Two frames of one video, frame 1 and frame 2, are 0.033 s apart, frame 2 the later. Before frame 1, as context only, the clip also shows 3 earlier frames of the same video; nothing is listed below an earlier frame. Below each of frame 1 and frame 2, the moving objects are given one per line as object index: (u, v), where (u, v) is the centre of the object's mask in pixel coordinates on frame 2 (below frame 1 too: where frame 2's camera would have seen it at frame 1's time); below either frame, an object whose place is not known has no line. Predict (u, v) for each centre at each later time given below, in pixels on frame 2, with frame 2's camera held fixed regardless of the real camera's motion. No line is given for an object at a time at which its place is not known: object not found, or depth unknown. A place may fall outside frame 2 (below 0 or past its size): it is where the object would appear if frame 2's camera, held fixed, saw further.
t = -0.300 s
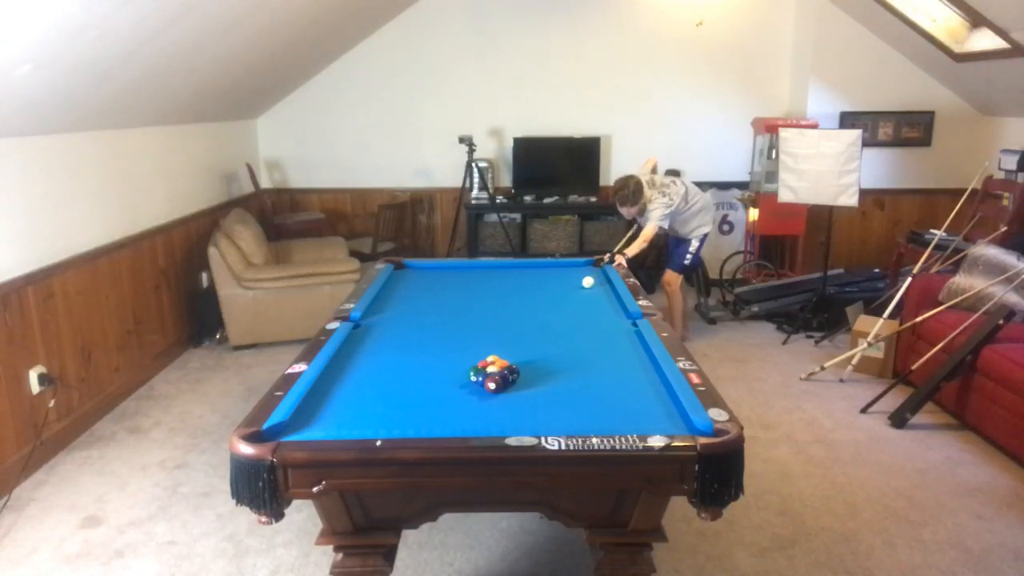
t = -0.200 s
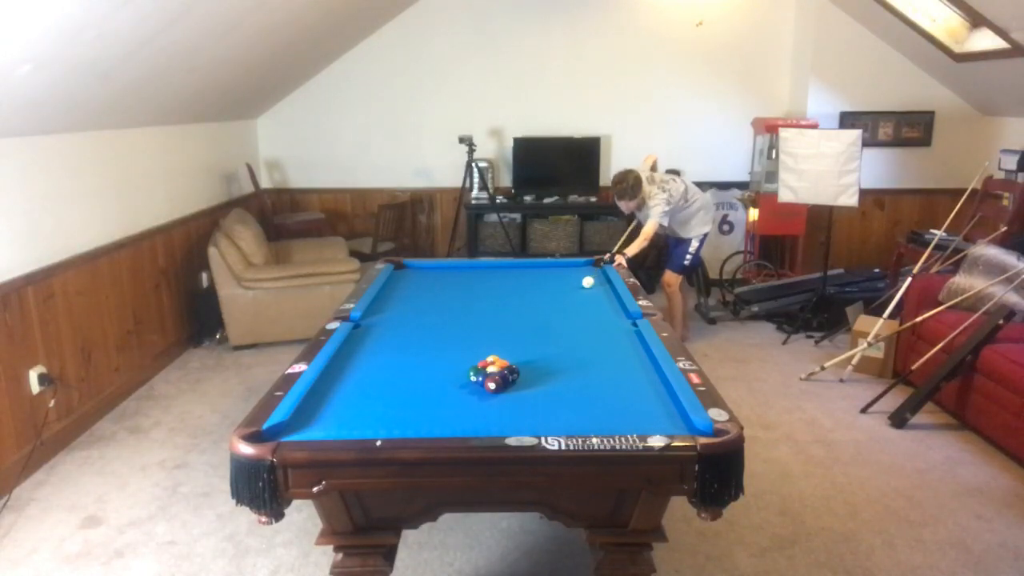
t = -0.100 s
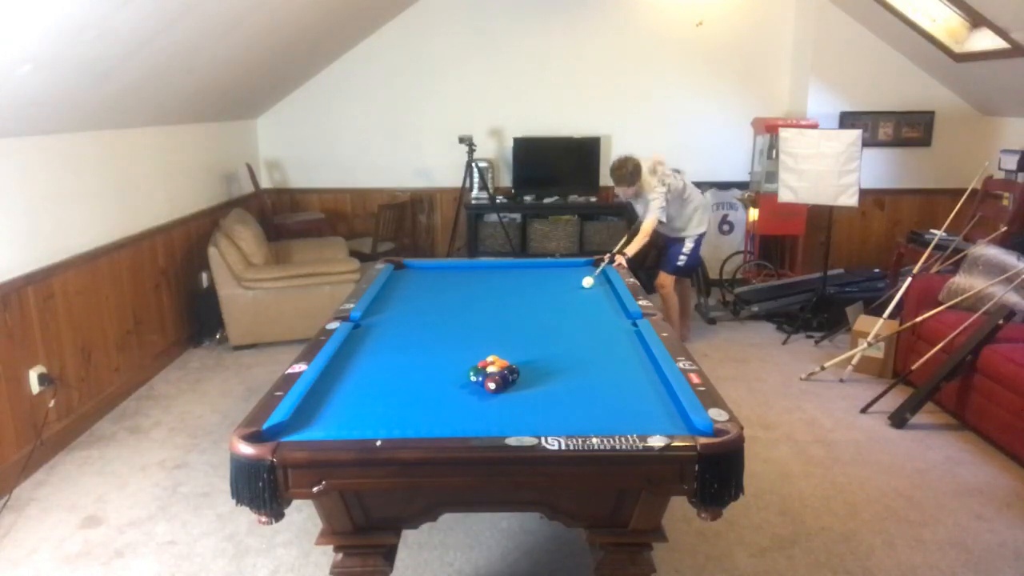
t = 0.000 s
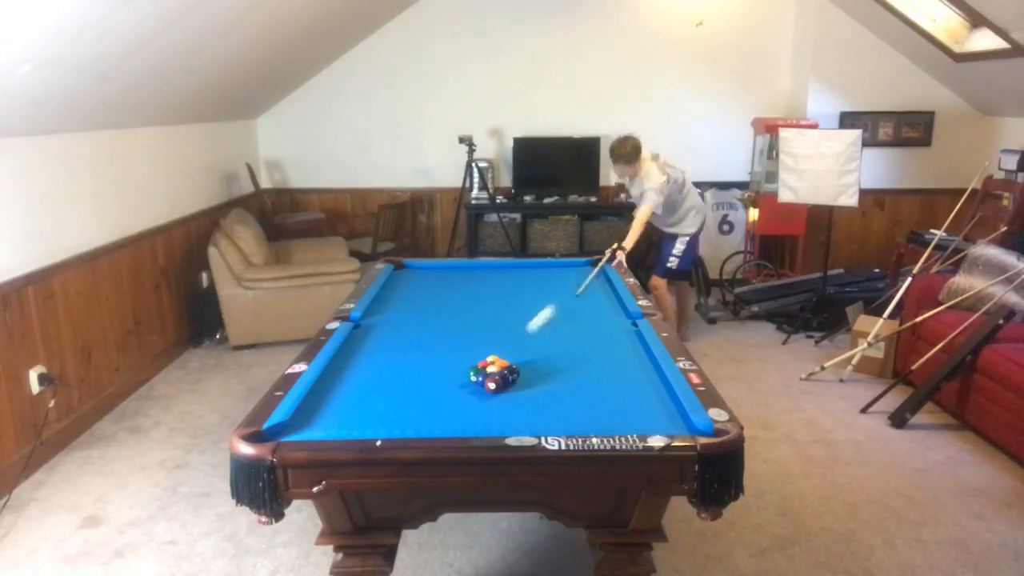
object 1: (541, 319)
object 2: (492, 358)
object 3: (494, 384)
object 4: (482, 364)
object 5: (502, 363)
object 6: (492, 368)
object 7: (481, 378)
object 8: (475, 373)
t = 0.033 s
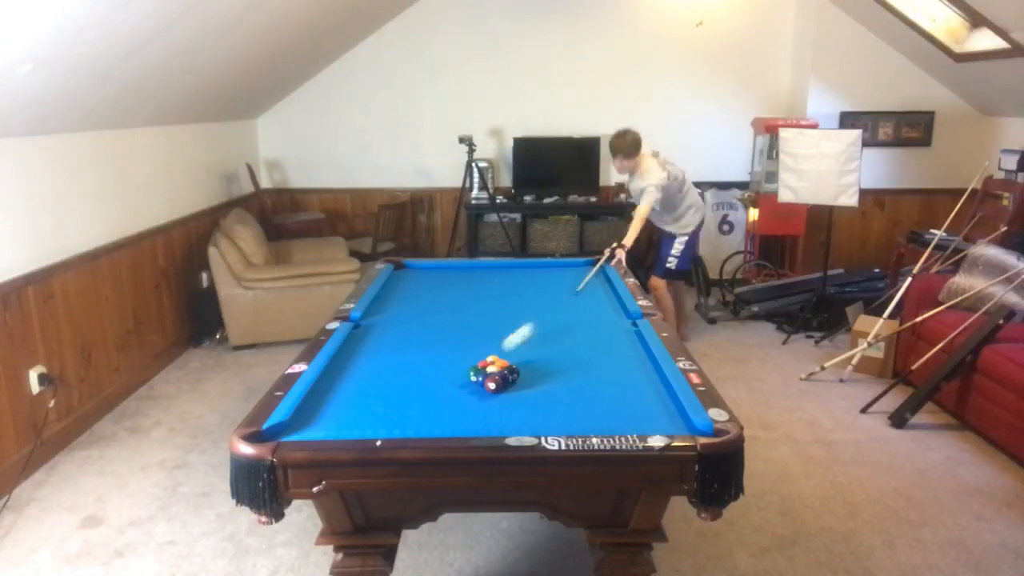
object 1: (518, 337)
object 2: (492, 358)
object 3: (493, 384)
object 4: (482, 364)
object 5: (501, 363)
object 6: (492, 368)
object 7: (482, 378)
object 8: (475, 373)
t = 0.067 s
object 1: (496, 350)
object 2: (492, 359)
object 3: (494, 385)
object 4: (480, 365)
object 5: (502, 363)
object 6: (493, 369)
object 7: (478, 377)
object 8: (466, 377)
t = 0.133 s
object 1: (462, 343)
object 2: (488, 358)
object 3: (508, 404)
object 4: (467, 365)
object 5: (509, 366)
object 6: (494, 373)
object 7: (474, 384)
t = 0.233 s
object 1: (418, 341)
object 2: (479, 355)
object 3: (528, 421)
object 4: (449, 362)
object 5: (517, 365)
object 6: (498, 372)
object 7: (463, 389)
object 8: (315, 420)
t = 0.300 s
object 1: (391, 337)
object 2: (474, 352)
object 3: (515, 417)
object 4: (438, 359)
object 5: (522, 364)
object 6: (500, 371)
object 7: (455, 392)
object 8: (369, 427)
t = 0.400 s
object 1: (358, 331)
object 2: (466, 348)
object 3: (492, 413)
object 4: (421, 356)
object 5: (530, 362)
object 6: (502, 371)
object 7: (444, 398)
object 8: (449, 419)
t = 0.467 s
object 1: (374, 330)
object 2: (461, 346)
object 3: (504, 405)
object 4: (411, 354)
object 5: (535, 362)
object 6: (503, 370)
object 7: (435, 402)
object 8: (467, 418)
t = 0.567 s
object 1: (399, 329)
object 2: (455, 342)
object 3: (541, 390)
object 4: (395, 351)
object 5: (542, 360)
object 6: (505, 370)
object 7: (423, 407)
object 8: (465, 419)
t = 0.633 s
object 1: (413, 329)
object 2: (451, 339)
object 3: (564, 381)
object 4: (385, 349)
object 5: (546, 360)
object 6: (506, 369)
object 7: (415, 412)
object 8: (467, 421)
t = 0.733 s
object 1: (433, 328)
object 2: (444, 336)
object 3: (587, 369)
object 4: (372, 346)
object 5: (553, 358)
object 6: (508, 369)
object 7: (402, 417)
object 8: (468, 422)
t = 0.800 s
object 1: (450, 326)
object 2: (440, 333)
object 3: (602, 362)
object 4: (362, 344)
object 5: (557, 357)
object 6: (509, 369)
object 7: (393, 421)
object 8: (469, 423)
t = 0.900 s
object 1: (468, 329)
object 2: (434, 330)
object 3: (621, 352)
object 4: (350, 341)
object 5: (564, 356)
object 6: (510, 368)
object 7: (380, 423)
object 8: (471, 423)
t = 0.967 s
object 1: (481, 328)
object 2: (431, 328)
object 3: (633, 347)
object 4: (356, 340)
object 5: (568, 355)
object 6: (510, 368)
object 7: (375, 425)
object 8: (473, 423)
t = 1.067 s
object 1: (501, 328)
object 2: (426, 325)
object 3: (627, 340)
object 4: (367, 338)
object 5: (574, 354)
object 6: (511, 368)
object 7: (368, 423)
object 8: (476, 422)
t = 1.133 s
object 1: (514, 328)
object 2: (422, 323)
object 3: (617, 336)
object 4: (374, 336)
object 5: (577, 353)
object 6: (512, 367)
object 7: (363, 421)
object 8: (478, 422)
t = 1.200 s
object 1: (527, 328)
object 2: (419, 321)
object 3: (608, 332)
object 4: (380, 335)
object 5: (581, 352)
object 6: (512, 367)
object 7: (359, 420)
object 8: (479, 422)
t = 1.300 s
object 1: (546, 328)
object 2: (414, 318)
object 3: (596, 326)
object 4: (390, 333)
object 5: (586, 351)
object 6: (513, 367)
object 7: (353, 417)
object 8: (483, 421)
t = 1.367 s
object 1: (559, 328)
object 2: (411, 316)
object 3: (587, 323)
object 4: (396, 332)
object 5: (590, 350)
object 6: (513, 367)
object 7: (350, 415)
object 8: (485, 421)
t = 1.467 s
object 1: (578, 328)
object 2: (407, 314)
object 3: (576, 315)
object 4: (405, 330)
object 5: (595, 349)
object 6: (514, 367)
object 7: (345, 412)
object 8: (487, 420)
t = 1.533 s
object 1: (590, 328)
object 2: (404, 312)
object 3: (568, 314)
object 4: (411, 329)
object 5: (598, 348)
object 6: (514, 367)
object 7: (341, 410)
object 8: (488, 420)
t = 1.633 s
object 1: (609, 328)
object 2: (400, 310)
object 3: (558, 309)
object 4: (420, 327)
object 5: (603, 347)
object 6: (514, 366)
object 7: (336, 407)
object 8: (490, 420)
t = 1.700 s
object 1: (621, 328)
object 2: (398, 308)
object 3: (551, 307)
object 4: (424, 326)
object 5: (605, 346)
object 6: (514, 366)
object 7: (332, 406)
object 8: (490, 420)
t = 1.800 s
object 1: (625, 328)
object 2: (394, 306)
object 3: (541, 302)
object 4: (433, 324)
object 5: (610, 345)
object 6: (514, 366)
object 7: (328, 404)
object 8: (492, 420)
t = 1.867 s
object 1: (618, 328)
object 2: (391, 304)
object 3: (535, 300)
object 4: (438, 323)
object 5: (612, 345)
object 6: (514, 366)
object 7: (325, 403)
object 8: (494, 420)
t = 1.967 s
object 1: (607, 328)
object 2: (388, 302)
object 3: (526, 296)
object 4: (445, 321)
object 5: (616, 344)
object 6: (514, 366)
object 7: (321, 401)
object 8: (494, 419)
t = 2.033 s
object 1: (600, 328)
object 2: (386, 301)
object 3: (521, 293)
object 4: (450, 320)
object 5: (618, 343)
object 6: (514, 366)
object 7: (318, 399)
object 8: (495, 419)
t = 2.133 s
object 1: (591, 329)
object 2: (383, 299)
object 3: (512, 289)
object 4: (457, 319)
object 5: (622, 343)
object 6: (514, 366)
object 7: (315, 398)
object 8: (495, 419)
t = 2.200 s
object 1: (584, 329)
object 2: (381, 297)
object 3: (507, 287)
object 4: (461, 317)
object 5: (624, 342)
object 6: (514, 366)
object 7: (315, 396)
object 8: (496, 419)
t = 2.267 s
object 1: (577, 329)
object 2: (381, 296)
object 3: (502, 285)
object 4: (466, 317)
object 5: (626, 341)
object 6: (514, 366)
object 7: (317, 395)
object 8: (496, 419)
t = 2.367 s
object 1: (568, 329)
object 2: (384, 295)
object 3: (494, 282)
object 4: (472, 315)
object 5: (629, 341)
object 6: (514, 366)
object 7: (320, 393)
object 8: (496, 419)
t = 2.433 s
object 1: (562, 329)
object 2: (386, 294)
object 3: (490, 280)
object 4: (476, 314)
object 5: (631, 340)
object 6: (514, 366)
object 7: (323, 393)
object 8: (496, 419)
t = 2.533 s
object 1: (552, 329)
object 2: (389, 292)
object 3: (483, 277)
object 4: (482, 313)
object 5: (634, 340)
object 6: (514, 367)
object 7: (326, 392)
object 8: (495, 419)
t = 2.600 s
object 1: (547, 329)
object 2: (391, 292)
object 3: (479, 274)
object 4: (486, 312)
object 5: (636, 339)
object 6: (514, 367)
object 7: (328, 390)
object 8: (496, 419)
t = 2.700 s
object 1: (538, 330)
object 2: (393, 290)
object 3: (472, 272)
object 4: (491, 311)
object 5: (635, 339)
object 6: (514, 367)
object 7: (331, 388)
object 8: (496, 419)
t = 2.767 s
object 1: (532, 330)
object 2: (395, 289)
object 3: (468, 270)
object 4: (494, 310)
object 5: (634, 339)
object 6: (514, 367)
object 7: (333, 388)
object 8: (496, 419)
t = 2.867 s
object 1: (524, 330)
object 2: (398, 288)
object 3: (462, 268)
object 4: (500, 309)
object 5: (633, 339)
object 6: (514, 367)
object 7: (335, 387)
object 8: (496, 419)
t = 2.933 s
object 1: (518, 330)
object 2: (399, 288)
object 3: (458, 266)
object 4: (503, 308)
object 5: (632, 339)
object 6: (514, 367)
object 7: (336, 386)
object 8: (496, 419)
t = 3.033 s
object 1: (510, 331)
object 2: (402, 286)
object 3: (452, 266)
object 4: (508, 307)
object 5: (631, 338)
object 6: (514, 367)
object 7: (338, 386)
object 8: (496, 419)
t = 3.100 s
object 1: (505, 331)
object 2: (403, 286)
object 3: (448, 266)
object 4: (511, 306)
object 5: (631, 338)
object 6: (514, 367)
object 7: (340, 385)
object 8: (496, 419)
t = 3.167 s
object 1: (500, 331)
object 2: (404, 285)
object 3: (442, 267)
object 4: (514, 305)
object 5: (630, 338)
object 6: (514, 367)
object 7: (341, 384)
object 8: (496, 419)
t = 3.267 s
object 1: (492, 331)
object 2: (406, 284)
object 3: (435, 269)
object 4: (518, 304)
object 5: (630, 338)
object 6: (514, 367)
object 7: (343, 383)
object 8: (496, 419)
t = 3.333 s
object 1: (487, 331)
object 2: (407, 283)
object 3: (431, 270)
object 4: (521, 304)
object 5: (629, 338)
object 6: (514, 367)
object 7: (344, 382)
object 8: (496, 419)
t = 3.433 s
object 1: (480, 331)
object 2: (409, 283)
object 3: (423, 271)
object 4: (524, 303)
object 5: (629, 338)
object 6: (514, 367)
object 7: (346, 382)
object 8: (496, 419)
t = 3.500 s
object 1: (475, 332)
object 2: (410, 282)
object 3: (418, 273)
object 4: (527, 302)
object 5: (629, 338)
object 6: (514, 367)
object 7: (346, 382)
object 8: (495, 419)
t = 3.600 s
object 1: (468, 332)
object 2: (412, 281)
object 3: (410, 272)
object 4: (531, 301)
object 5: (629, 338)
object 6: (514, 367)
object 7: (347, 381)
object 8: (495, 419)
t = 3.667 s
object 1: (464, 332)
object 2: (413, 281)
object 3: (407, 274)
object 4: (533, 301)
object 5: (629, 338)
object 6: (514, 367)
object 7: (347, 381)
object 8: (496, 419)
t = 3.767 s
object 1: (458, 332)
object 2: (415, 280)
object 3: (398, 277)
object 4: (536, 300)
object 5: (629, 338)
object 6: (514, 367)
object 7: (348, 381)
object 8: (496, 419)
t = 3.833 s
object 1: (453, 332)
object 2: (416, 280)
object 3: (394, 278)
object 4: (538, 300)
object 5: (629, 338)
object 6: (514, 367)
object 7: (348, 380)
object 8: (495, 419)
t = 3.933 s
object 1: (447, 332)
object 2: (417, 279)
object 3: (393, 279)
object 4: (541, 299)
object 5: (629, 338)
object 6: (514, 367)
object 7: (349, 380)
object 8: (496, 419)
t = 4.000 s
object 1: (443, 333)
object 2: (418, 278)
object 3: (396, 279)
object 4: (543, 298)
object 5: (629, 338)
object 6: (514, 367)
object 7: (349, 380)
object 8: (496, 419)
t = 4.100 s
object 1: (438, 333)
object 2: (419, 278)
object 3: (398, 282)
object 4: (546, 297)
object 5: (629, 338)
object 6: (514, 367)
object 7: (349, 380)
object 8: (495, 419)
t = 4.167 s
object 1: (434, 333)
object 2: (420, 277)
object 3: (399, 282)
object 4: (548, 297)
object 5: (629, 338)
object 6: (514, 367)
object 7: (349, 380)
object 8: (496, 419)
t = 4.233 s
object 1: (430, 333)
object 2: (421, 277)
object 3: (401, 283)
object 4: (550, 297)
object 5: (629, 338)
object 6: (514, 367)
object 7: (349, 380)
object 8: (496, 419)
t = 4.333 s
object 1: (425, 333)
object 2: (422, 277)
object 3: (404, 285)
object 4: (552, 296)
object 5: (629, 338)
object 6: (514, 367)
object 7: (349, 380)
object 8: (496, 419)
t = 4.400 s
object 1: (422, 333)
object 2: (422, 276)
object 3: (406, 284)
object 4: (554, 296)
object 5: (629, 338)
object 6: (514, 367)
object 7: (349, 380)
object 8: (495, 419)
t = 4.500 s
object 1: (417, 333)
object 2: (423, 276)
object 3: (408, 287)
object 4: (556, 296)
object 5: (629, 338)
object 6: (514, 367)
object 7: (349, 380)
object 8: (496, 419)
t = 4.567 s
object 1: (414, 333)
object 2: (423, 276)
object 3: (409, 288)
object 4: (557, 295)
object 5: (629, 338)
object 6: (514, 367)
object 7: (349, 380)
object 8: (496, 419)
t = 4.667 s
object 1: (410, 333)
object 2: (424, 275)
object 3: (412, 288)
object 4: (559, 295)
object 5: (629, 338)
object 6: (514, 367)
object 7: (349, 380)
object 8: (496, 419)
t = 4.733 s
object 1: (407, 333)
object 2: (424, 275)
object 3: (414, 289)
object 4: (560, 294)
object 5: (629, 338)
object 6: (514, 367)
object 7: (349, 380)
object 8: (496, 419)
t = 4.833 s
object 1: (403, 333)
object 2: (425, 275)
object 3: (416, 290)
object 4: (562, 294)
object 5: (629, 338)
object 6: (514, 367)
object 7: (349, 380)
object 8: (496, 419)
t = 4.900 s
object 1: (400, 333)
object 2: (425, 275)
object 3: (418, 290)
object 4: (563, 294)
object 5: (629, 338)
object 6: (514, 367)
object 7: (349, 380)
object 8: (495, 419)
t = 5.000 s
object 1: (397, 333)
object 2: (426, 275)
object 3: (420, 292)
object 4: (565, 293)
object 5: (629, 338)
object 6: (514, 367)
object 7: (349, 380)
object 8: (496, 419)
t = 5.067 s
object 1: (394, 333)
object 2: (426, 275)
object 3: (422, 293)
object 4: (566, 293)
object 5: (629, 338)
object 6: (514, 367)
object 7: (349, 380)
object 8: (496, 419)
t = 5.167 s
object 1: (391, 333)
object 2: (426, 274)
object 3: (424, 294)
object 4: (566, 293)
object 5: (629, 338)
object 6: (514, 367)
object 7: (349, 380)
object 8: (496, 419)
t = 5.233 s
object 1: (389, 333)
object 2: (426, 274)
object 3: (425, 294)
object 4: (567, 293)
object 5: (629, 338)
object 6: (514, 367)
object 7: (349, 380)
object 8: (496, 419)
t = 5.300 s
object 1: (387, 333)
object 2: (426, 274)
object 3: (426, 295)
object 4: (568, 292)
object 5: (629, 338)
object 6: (514, 367)
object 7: (349, 380)
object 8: (496, 419)
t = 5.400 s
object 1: (384, 333)
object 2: (426, 274)
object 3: (428, 296)
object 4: (568, 292)
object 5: (629, 338)
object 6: (514, 367)
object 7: (349, 380)
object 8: (496, 419)
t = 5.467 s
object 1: (382, 333)
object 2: (426, 274)
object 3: (429, 297)
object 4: (569, 292)
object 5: (629, 338)
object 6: (514, 367)
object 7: (349, 380)
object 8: (496, 419)
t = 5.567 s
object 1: (380, 333)
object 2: (426, 274)
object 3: (431, 297)
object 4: (569, 292)
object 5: (629, 338)
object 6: (514, 367)
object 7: (349, 380)
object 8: (496, 419)
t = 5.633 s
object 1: (378, 333)
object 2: (426, 274)
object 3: (432, 298)
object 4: (570, 292)
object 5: (629, 338)
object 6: (514, 367)
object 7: (349, 380)
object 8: (496, 419)
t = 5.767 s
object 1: (376, 333)
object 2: (426, 274)
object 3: (434, 299)
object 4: (570, 292)
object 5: (629, 338)
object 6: (514, 367)
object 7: (349, 380)
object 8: (496, 419)
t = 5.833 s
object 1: (375, 333)
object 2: (426, 274)
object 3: (436, 300)
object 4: (570, 292)
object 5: (629, 338)
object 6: (514, 366)
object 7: (349, 380)
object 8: (496, 419)
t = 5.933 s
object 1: (373, 333)
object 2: (426, 274)
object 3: (437, 301)
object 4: (570, 292)
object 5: (629, 338)
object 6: (514, 366)
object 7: (349, 380)
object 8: (496, 419)
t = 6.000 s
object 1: (372, 333)
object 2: (426, 274)
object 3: (438, 302)
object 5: (629, 338)
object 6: (514, 366)
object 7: (349, 380)
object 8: (496, 419)
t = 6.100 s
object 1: (371, 333)
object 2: (426, 274)
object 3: (440, 302)
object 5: (629, 338)
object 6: (514, 366)
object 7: (349, 380)
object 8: (496, 419)
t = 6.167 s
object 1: (370, 333)
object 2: (426, 274)
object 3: (440, 303)
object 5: (629, 338)
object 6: (514, 366)
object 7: (349, 380)
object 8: (496, 419)
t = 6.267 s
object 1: (370, 333)
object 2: (426, 274)
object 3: (442, 303)
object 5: (629, 338)
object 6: (514, 366)
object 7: (349, 380)
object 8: (496, 419)
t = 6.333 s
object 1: (369, 333)
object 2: (426, 274)
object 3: (443, 304)
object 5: (629, 338)
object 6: (514, 366)
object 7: (349, 380)
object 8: (496, 419)
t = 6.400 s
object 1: (369, 333)
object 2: (426, 274)
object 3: (444, 304)
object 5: (629, 338)
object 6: (514, 367)
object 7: (349, 380)
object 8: (495, 419)
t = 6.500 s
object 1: (369, 333)
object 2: (426, 274)
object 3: (445, 305)
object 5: (629, 338)
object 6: (514, 367)
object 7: (349, 380)
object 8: (495, 419)
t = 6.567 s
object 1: (369, 333)
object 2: (426, 274)
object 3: (445, 305)
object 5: (629, 338)
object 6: (514, 367)
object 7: (349, 380)
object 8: (496, 419)
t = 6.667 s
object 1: (368, 333)
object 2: (426, 274)
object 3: (446, 305)
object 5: (629, 338)
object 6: (514, 367)
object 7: (349, 380)
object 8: (496, 419)
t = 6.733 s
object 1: (368, 333)
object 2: (426, 274)
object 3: (447, 306)
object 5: (629, 338)
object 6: (514, 367)
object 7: (349, 380)
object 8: (495, 419)
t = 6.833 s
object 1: (368, 333)
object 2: (426, 274)
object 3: (447, 306)
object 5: (629, 338)
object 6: (514, 366)
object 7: (349, 380)
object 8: (496, 419)
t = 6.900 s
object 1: (368, 333)
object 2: (426, 274)
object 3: (448, 306)
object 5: (629, 338)
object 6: (514, 366)
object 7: (349, 380)
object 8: (496, 419)
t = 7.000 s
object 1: (368, 333)
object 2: (426, 274)
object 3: (448, 307)
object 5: (629, 338)
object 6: (514, 366)
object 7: (349, 380)
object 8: (496, 419)
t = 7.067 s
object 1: (368, 333)
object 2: (426, 274)
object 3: (449, 307)
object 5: (629, 338)
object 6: (514, 366)
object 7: (349, 380)
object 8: (496, 419)
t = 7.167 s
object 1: (368, 333)
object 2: (426, 274)
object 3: (449, 307)
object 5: (629, 338)
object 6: (514, 366)
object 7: (349, 380)
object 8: (496, 419)
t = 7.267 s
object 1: (368, 333)
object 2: (426, 274)
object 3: (450, 307)
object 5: (629, 338)
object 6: (514, 367)
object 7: (349, 380)
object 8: (496, 419)
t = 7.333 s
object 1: (368, 333)
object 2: (426, 274)
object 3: (450, 307)
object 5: (629, 338)
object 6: (514, 367)
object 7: (349, 380)
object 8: (496, 419)
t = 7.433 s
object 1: (368, 333)
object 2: (426, 274)
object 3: (450, 308)
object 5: (629, 338)
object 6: (514, 367)
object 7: (349, 380)
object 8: (495, 419)
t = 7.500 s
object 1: (368, 333)
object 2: (426, 274)
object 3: (451, 308)
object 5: (629, 338)
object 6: (514, 367)
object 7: (349, 380)
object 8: (495, 419)
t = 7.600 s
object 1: (368, 333)
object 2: (426, 274)
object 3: (451, 308)
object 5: (629, 338)
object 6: (514, 367)
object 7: (349, 380)
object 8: (495, 419)
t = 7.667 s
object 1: (368, 333)
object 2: (426, 274)
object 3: (451, 308)
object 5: (629, 338)
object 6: (514, 367)
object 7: (349, 380)
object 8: (495, 419)
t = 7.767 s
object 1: (368, 333)
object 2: (426, 274)
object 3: (451, 308)
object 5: (629, 338)
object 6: (514, 367)
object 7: (349, 380)
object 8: (495, 419)
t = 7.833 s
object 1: (368, 333)
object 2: (426, 274)
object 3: (452, 308)
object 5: (629, 338)
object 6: (514, 367)
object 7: (349, 380)
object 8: (495, 419)
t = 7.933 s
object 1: (369, 333)
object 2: (426, 274)
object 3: (452, 308)
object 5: (629, 338)
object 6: (514, 366)
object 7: (349, 380)
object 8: (495, 419)
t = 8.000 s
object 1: (368, 333)
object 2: (426, 274)
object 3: (452, 308)
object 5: (629, 338)
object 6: (514, 367)
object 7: (349, 380)
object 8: (495, 419)
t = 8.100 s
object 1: (369, 333)
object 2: (426, 274)
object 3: (452, 308)
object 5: (629, 338)
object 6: (514, 366)
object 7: (349, 380)
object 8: (495, 419)
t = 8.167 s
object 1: (368, 333)
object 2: (426, 274)
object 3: (452, 308)
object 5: (629, 338)
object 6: (514, 366)
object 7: (349, 380)
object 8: (495, 419)
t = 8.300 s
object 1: (368, 333)
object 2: (426, 274)
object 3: (452, 308)
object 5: (629, 338)
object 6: (514, 366)
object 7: (349, 380)
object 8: (495, 419)
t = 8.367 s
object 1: (368, 333)
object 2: (426, 274)
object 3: (452, 308)
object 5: (629, 338)
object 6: (514, 366)
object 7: (349, 380)
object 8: (495, 419)
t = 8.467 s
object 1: (368, 333)
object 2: (426, 274)
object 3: (452, 308)
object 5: (629, 338)
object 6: (514, 366)
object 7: (349, 380)
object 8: (495, 419)
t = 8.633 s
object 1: (368, 333)
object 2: (426, 274)
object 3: (452, 308)
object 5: (629, 338)
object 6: (514, 367)
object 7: (349, 380)
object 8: (495, 419)
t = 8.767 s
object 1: (368, 333)
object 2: (426, 274)
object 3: (452, 308)
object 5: (629, 338)
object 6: (514, 366)
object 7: (349, 380)
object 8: (496, 419)
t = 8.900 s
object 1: (368, 333)
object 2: (426, 274)
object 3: (452, 308)
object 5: (629, 338)
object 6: (514, 366)
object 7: (349, 380)
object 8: (495, 419)
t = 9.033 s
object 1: (369, 333)
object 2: (426, 274)
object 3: (452, 308)
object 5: (629, 338)
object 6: (514, 366)
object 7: (349, 380)
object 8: (495, 419)
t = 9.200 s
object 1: (368, 333)
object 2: (426, 274)
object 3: (452, 308)
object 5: (629, 338)
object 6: (514, 366)
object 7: (349, 380)
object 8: (495, 419)
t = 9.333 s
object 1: (368, 333)
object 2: (426, 274)
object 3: (452, 308)
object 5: (629, 338)
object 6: (514, 366)
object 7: (349, 380)
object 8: (495, 419)
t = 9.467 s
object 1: (368, 333)
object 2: (426, 274)
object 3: (452, 308)
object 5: (629, 338)
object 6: (514, 366)
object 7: (349, 380)
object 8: (495, 419)
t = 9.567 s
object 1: (368, 333)
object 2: (426, 274)
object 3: (452, 308)
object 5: (629, 338)
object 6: (514, 366)
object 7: (349, 380)
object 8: (495, 419)
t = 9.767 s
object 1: (369, 333)
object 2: (426, 274)
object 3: (452, 308)
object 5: (629, 338)
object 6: (514, 366)
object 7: (349, 380)
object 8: (496, 419)
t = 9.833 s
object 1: (369, 333)
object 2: (426, 274)
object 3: (452, 308)
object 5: (629, 338)
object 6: (514, 366)
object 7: (349, 380)
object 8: (496, 419)
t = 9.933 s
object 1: (369, 333)
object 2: (426, 274)
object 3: (452, 308)
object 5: (629, 338)
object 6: (514, 366)
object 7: (349, 380)
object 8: (496, 419)
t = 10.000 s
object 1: (369, 333)
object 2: (426, 274)
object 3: (452, 308)
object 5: (629, 338)
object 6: (514, 366)
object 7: (349, 380)
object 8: (496, 419)
